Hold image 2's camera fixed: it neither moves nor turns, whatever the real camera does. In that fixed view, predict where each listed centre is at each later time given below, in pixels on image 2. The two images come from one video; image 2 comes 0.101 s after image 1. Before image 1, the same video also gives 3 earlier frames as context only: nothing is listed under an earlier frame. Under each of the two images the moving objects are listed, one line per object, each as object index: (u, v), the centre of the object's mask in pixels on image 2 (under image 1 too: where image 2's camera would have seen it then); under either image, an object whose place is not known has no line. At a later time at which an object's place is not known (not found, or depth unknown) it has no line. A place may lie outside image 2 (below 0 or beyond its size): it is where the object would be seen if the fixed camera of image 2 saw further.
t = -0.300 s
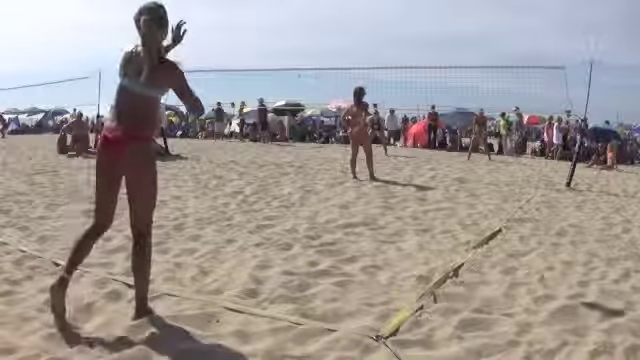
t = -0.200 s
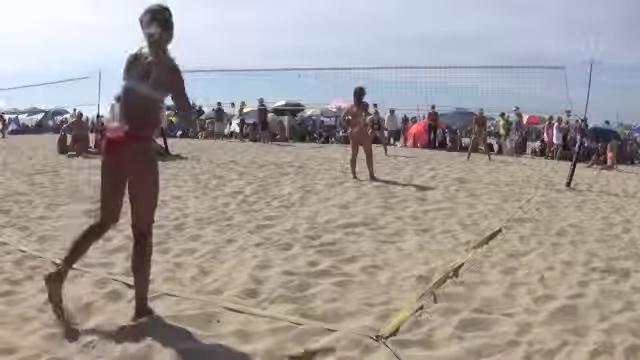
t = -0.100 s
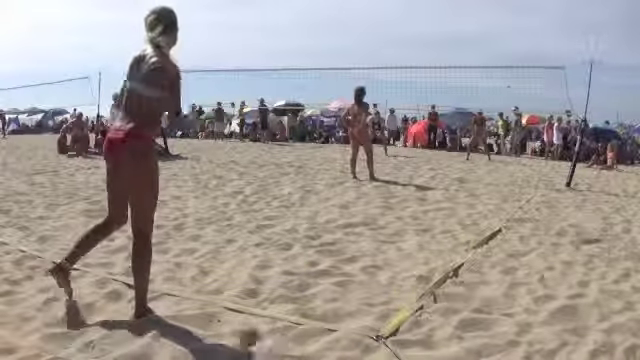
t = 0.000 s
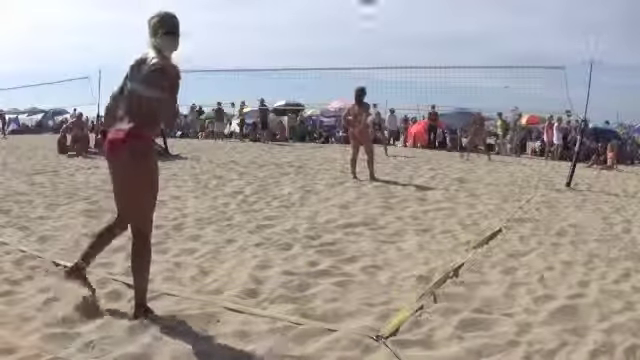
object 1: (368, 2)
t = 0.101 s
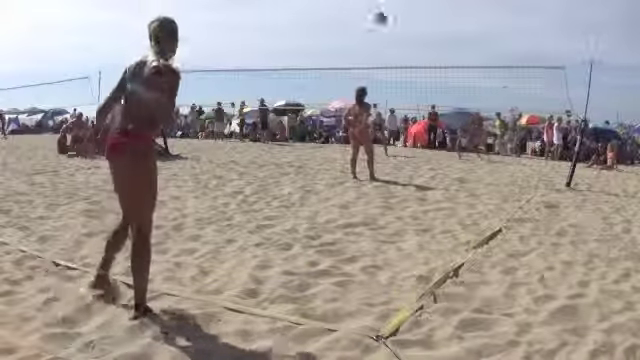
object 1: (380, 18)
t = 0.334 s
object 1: (406, 63)
